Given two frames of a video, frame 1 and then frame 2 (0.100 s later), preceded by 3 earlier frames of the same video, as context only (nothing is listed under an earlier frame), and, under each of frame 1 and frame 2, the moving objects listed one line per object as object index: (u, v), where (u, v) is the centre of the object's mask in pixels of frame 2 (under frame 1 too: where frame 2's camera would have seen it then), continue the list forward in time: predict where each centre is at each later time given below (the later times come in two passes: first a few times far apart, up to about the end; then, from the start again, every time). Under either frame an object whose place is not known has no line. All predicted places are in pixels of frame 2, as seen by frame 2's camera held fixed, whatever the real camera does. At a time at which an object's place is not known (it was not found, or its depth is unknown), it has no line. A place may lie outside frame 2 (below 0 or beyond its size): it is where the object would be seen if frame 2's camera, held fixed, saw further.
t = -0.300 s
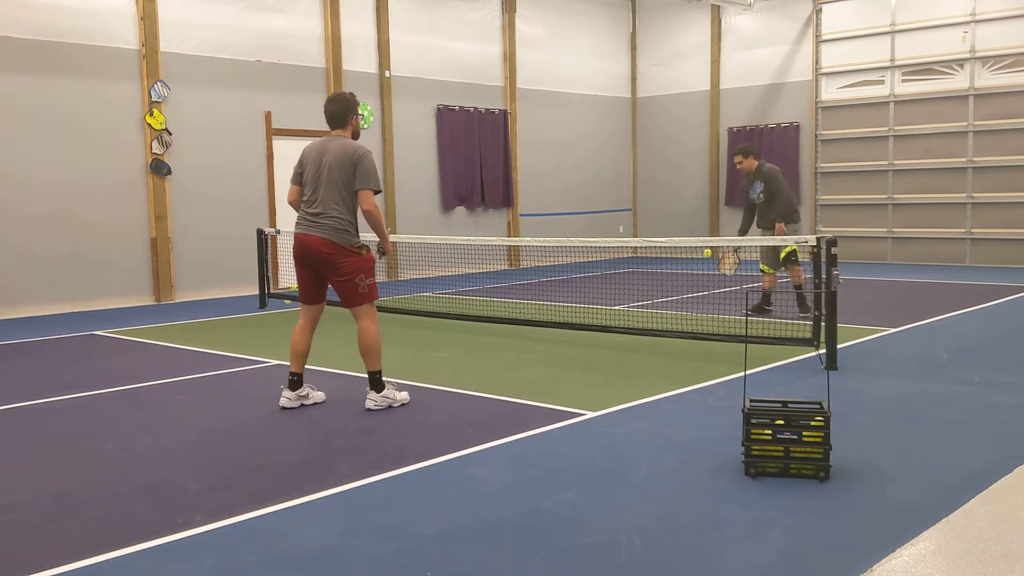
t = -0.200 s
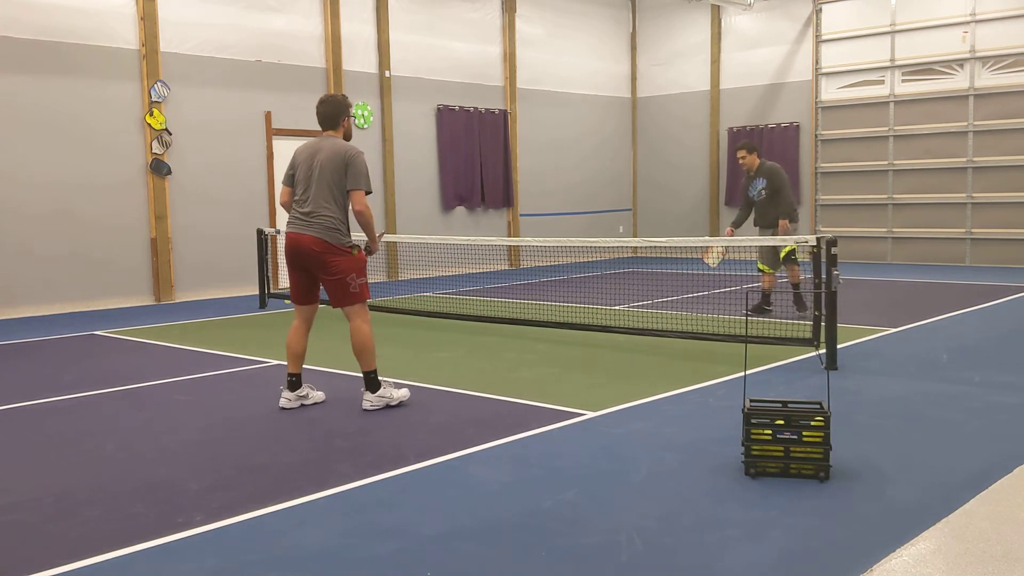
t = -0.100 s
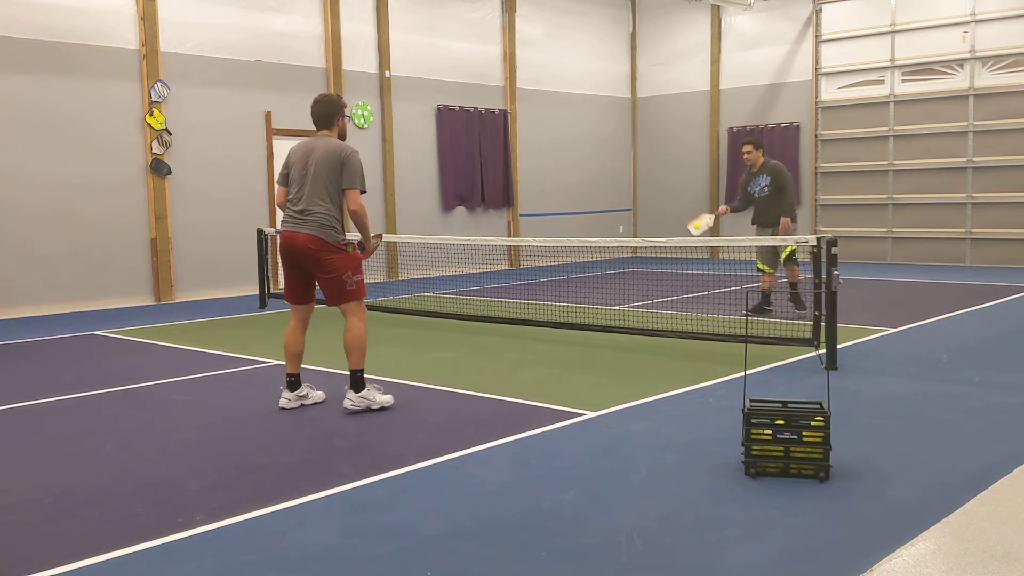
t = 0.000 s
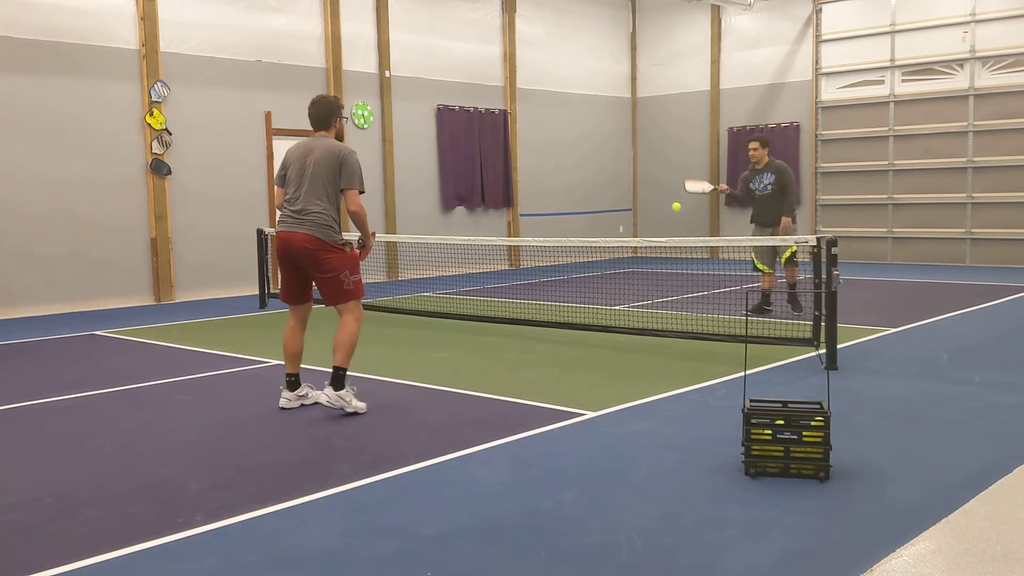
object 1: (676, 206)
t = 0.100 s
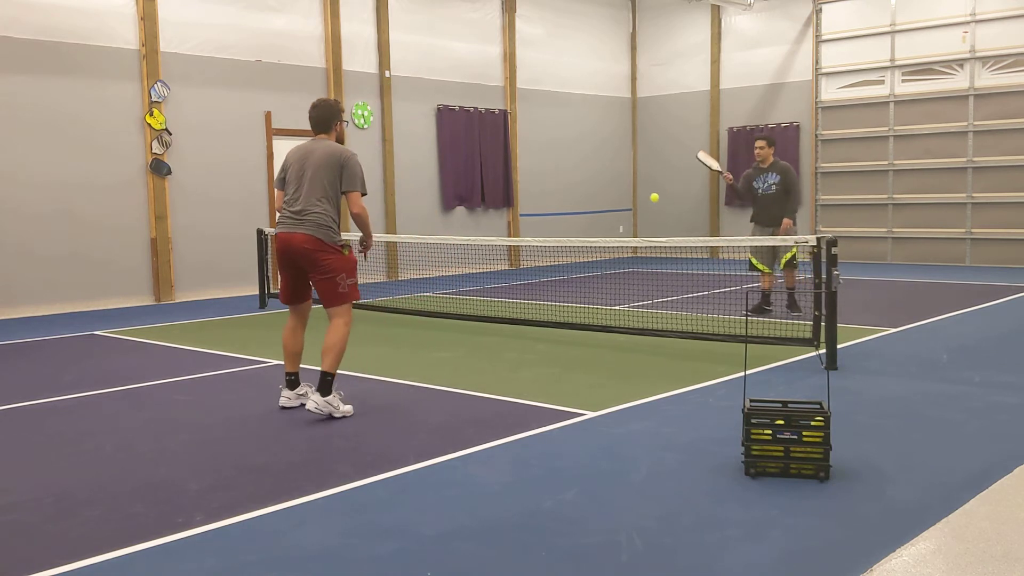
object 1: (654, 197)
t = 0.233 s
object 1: (623, 201)
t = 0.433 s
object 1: (571, 256)
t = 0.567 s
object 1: (535, 327)
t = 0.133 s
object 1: (647, 196)
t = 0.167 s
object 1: (639, 197)
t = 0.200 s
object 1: (631, 199)
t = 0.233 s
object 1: (623, 201)
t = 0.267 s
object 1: (615, 207)
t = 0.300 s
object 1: (606, 214)
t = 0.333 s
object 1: (598, 222)
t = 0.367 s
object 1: (589, 231)
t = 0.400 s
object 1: (580, 243)
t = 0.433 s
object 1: (571, 256)
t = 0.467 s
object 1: (562, 271)
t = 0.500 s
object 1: (553, 288)
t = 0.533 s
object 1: (544, 307)
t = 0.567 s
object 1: (535, 327)
